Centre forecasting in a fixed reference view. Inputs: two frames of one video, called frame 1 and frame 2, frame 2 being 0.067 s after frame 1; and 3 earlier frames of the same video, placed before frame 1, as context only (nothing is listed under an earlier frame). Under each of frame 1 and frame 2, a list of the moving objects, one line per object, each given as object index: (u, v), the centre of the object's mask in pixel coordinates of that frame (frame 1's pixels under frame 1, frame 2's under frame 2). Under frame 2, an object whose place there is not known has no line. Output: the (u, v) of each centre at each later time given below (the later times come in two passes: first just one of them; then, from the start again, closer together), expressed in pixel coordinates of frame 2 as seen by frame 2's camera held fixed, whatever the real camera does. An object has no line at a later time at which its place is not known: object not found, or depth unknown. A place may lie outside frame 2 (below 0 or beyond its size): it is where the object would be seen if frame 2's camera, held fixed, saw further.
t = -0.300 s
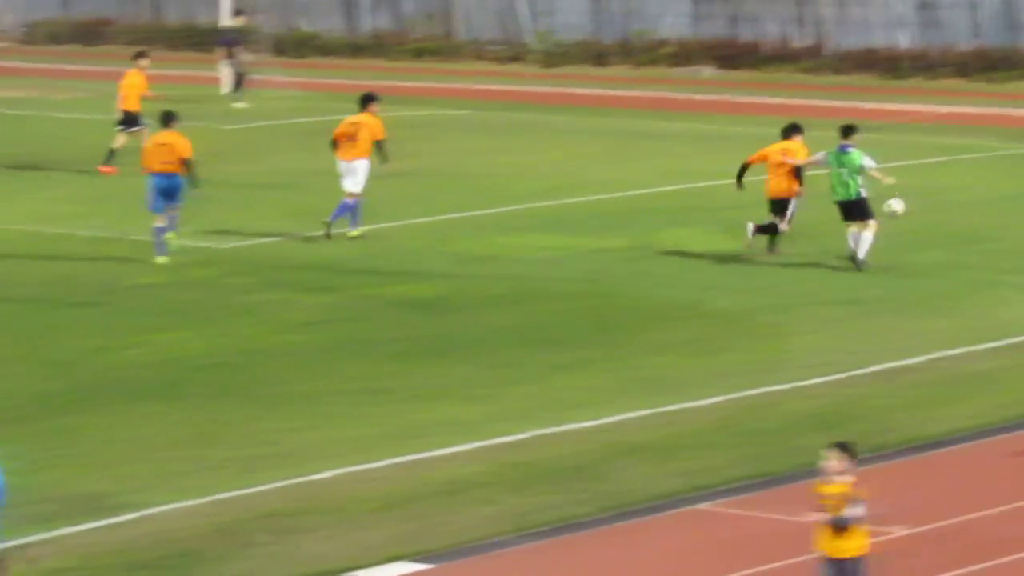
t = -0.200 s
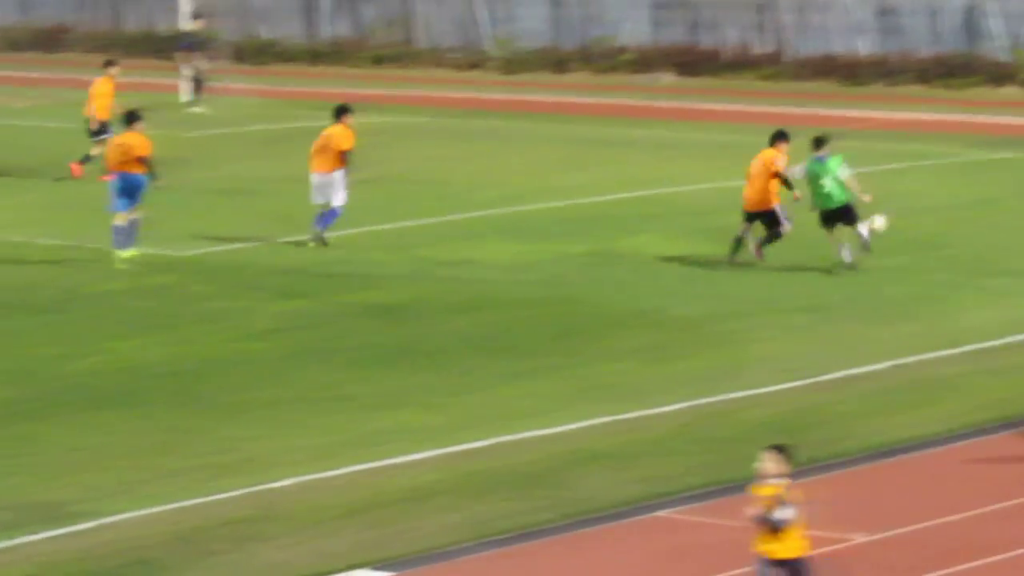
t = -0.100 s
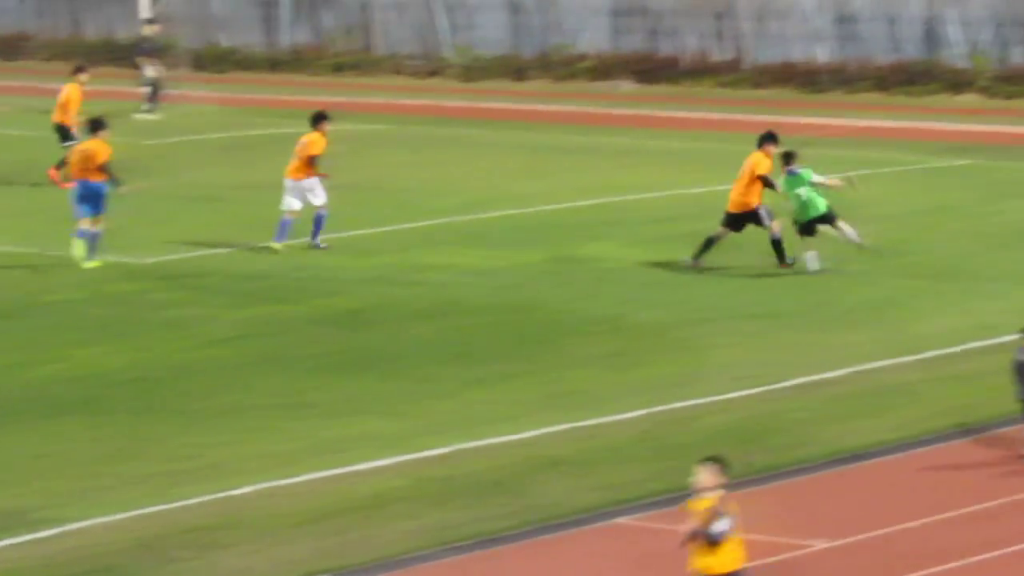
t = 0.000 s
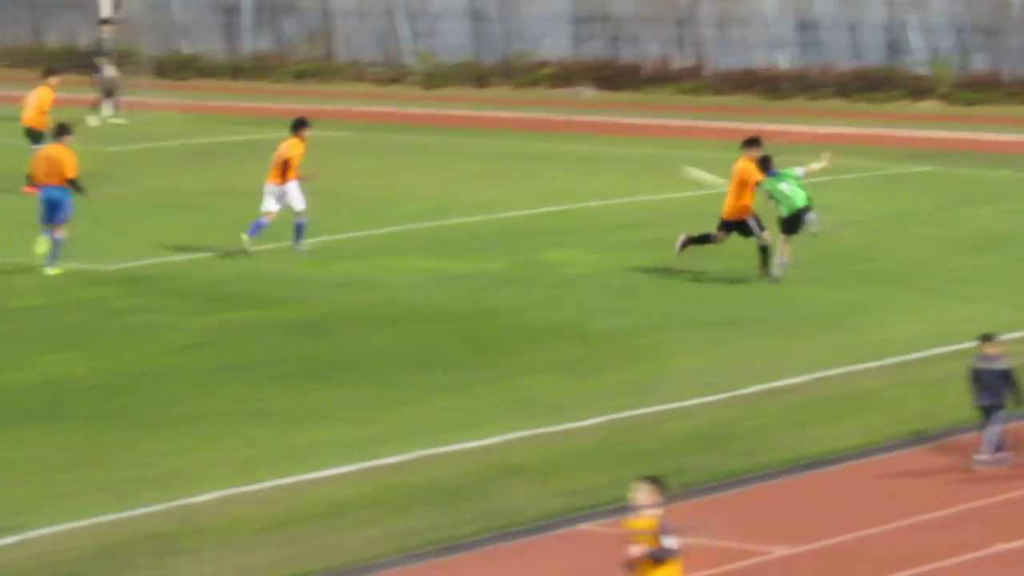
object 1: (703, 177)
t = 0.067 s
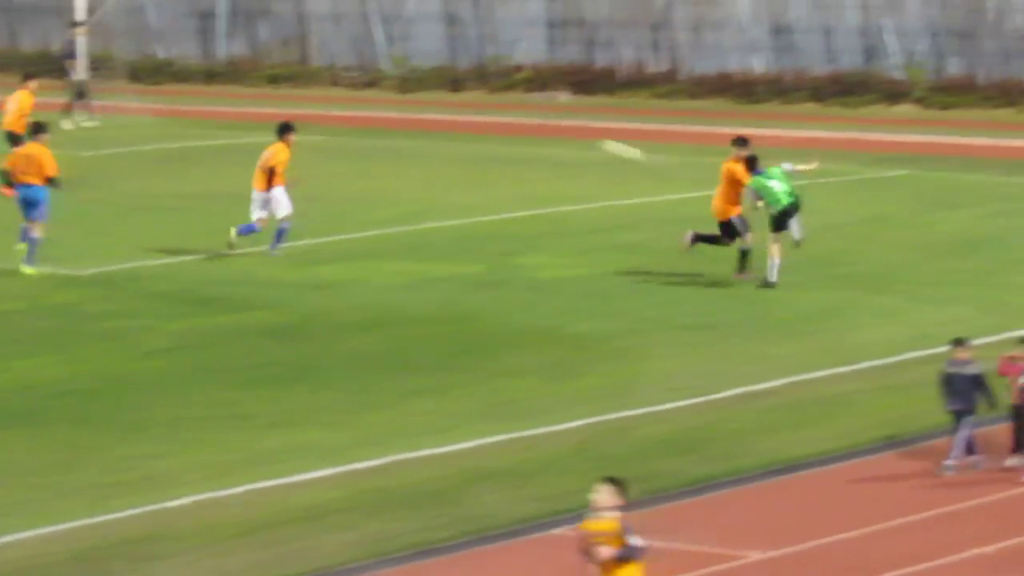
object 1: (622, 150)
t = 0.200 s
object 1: (508, 103)
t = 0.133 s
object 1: (566, 125)
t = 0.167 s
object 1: (537, 113)
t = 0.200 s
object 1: (508, 103)
